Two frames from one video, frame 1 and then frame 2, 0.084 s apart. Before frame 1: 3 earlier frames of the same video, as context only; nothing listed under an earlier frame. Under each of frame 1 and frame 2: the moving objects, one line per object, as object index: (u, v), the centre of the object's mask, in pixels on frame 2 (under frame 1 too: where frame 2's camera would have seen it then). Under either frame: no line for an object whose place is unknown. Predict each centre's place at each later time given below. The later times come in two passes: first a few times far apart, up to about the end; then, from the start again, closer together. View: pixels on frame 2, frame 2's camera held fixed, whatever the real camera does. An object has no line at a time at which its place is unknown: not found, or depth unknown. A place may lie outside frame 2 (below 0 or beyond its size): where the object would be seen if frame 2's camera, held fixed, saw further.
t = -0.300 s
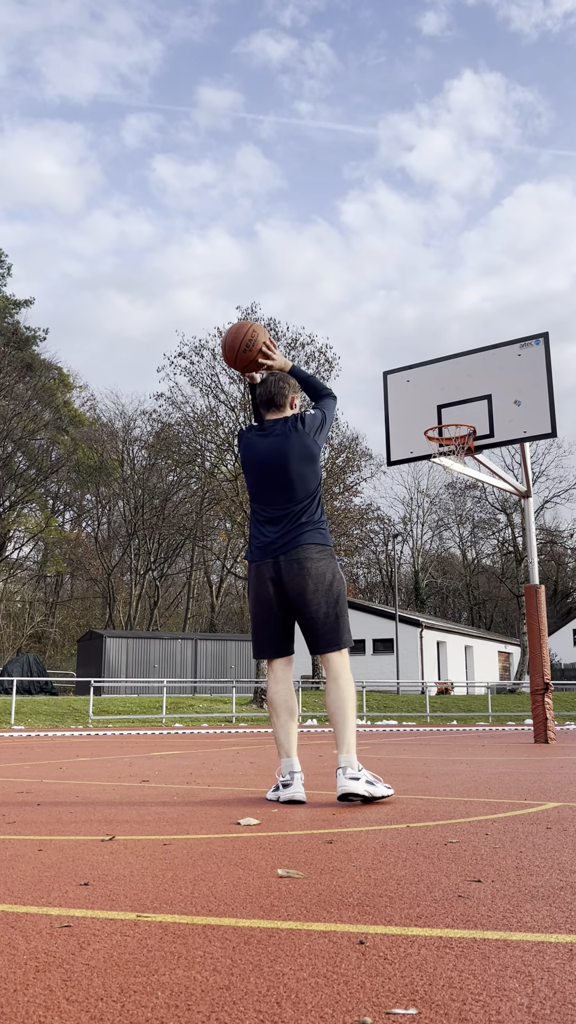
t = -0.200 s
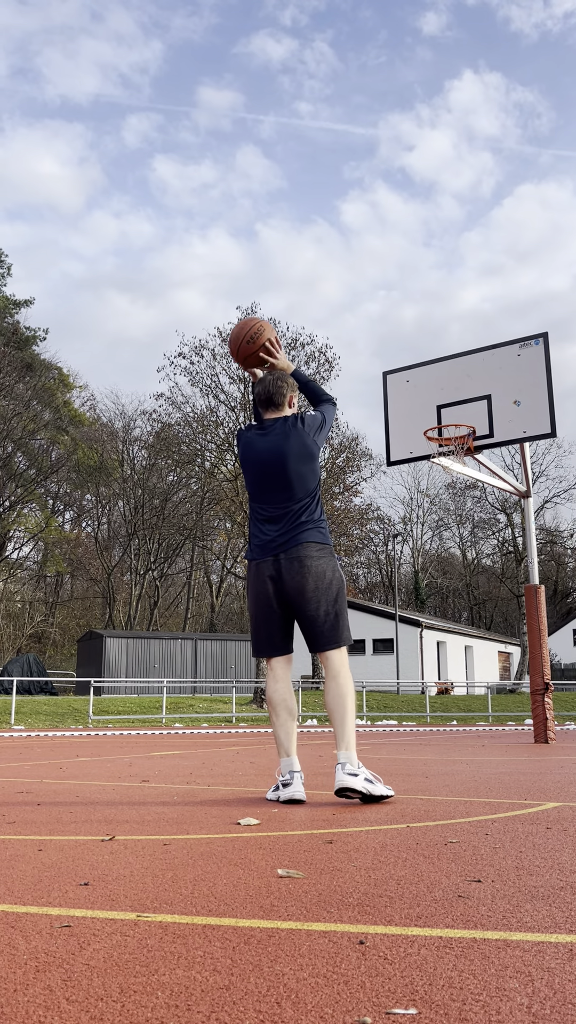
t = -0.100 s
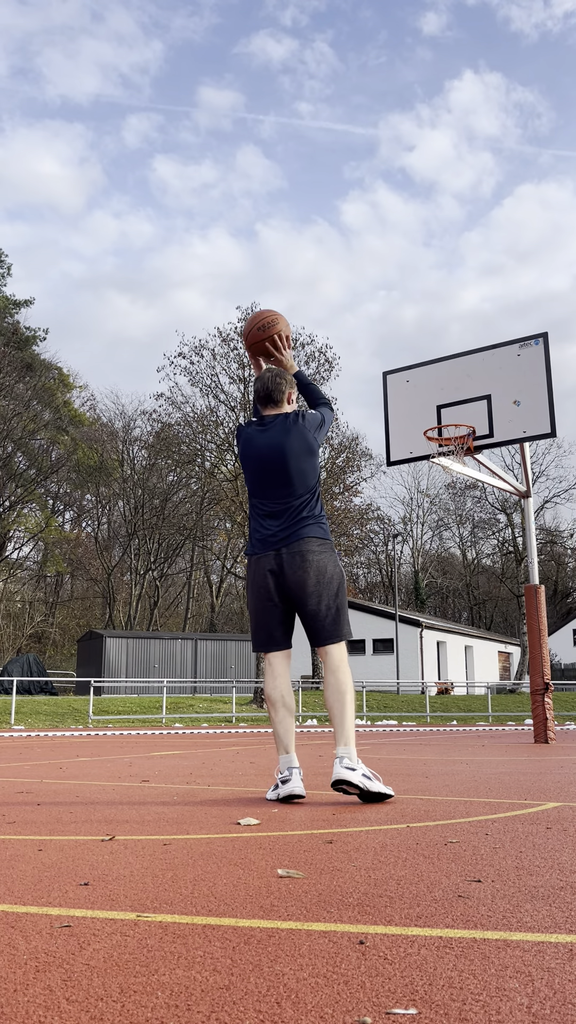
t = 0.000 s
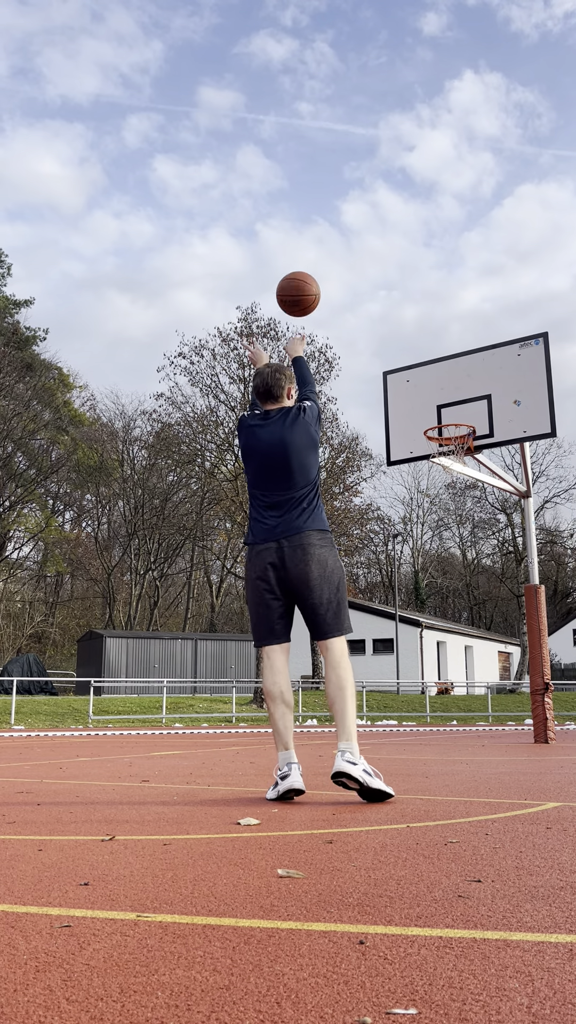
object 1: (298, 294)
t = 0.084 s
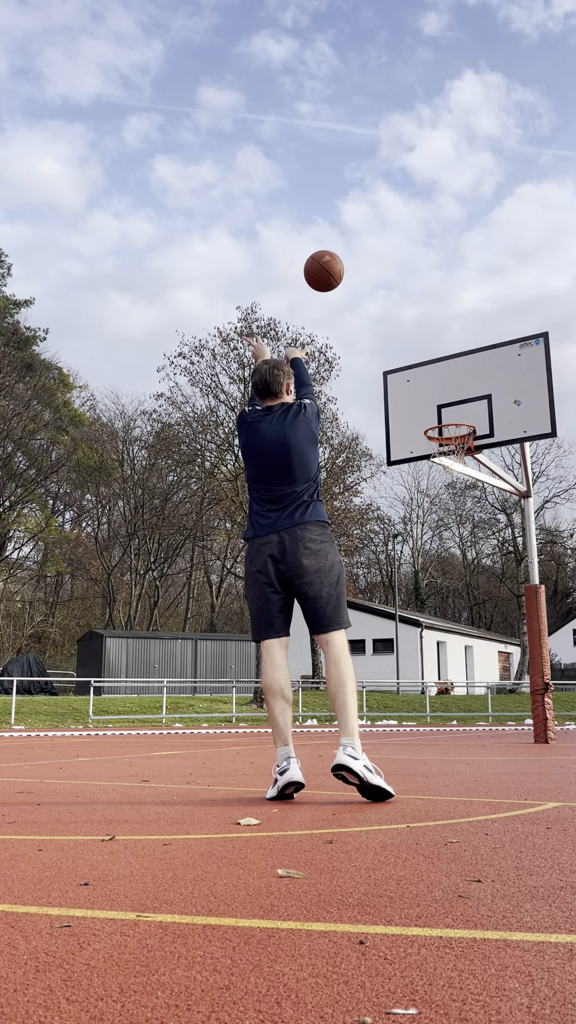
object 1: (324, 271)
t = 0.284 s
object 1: (370, 265)
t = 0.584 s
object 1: (419, 334)
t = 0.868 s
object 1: (447, 448)
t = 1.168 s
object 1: (446, 522)
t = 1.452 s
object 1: (446, 684)
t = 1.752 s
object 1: (448, 621)
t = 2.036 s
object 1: (453, 553)
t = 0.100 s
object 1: (328, 268)
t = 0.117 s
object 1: (333, 266)
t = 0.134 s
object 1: (337, 264)
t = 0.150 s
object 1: (341, 263)
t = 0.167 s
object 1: (345, 262)
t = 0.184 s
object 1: (349, 261)
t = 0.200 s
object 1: (353, 261)
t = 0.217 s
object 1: (357, 261)
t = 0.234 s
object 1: (360, 262)
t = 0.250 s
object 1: (364, 262)
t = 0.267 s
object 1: (367, 264)
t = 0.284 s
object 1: (370, 265)
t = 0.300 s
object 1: (374, 267)
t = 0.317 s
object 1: (377, 269)
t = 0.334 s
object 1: (380, 271)
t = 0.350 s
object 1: (383, 274)
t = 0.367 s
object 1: (386, 277)
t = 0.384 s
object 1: (389, 280)
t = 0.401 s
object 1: (392, 283)
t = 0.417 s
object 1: (394, 287)
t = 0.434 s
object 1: (397, 290)
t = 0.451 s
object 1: (400, 294)
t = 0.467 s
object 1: (402, 299)
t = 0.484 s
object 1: (405, 303)
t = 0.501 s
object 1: (407, 308)
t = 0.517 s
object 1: (410, 313)
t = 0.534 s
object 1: (412, 318)
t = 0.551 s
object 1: (415, 323)
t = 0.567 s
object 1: (417, 329)
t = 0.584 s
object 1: (419, 334)
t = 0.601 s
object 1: (421, 340)
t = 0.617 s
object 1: (424, 346)
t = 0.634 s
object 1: (426, 352)
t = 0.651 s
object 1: (428, 358)
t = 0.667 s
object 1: (430, 365)
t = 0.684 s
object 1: (432, 371)
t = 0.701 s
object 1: (434, 378)
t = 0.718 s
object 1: (436, 385)
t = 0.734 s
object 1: (438, 392)
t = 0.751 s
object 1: (440, 399)
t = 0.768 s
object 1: (442, 406)
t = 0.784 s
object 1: (444, 413)
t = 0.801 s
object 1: (446, 421)
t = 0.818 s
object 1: (448, 430)
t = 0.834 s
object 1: (449, 436)
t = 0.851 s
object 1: (449, 441)
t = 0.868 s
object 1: (447, 448)
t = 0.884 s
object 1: (449, 456)
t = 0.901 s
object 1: (450, 460)
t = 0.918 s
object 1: (449, 462)
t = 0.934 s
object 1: (449, 464)
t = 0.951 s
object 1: (448, 466)
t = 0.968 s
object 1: (448, 469)
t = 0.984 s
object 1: (448, 472)
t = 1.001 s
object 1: (448, 475)
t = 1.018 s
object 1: (447, 478)
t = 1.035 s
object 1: (447, 481)
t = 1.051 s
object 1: (447, 486)
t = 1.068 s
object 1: (447, 490)
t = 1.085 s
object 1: (447, 494)
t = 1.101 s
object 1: (447, 499)
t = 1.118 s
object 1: (447, 505)
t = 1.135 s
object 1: (447, 510)
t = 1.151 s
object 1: (446, 516)
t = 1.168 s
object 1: (446, 522)
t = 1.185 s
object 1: (446, 529)
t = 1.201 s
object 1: (446, 535)
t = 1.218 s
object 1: (446, 542)
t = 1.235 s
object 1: (446, 550)
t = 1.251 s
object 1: (446, 558)
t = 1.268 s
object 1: (446, 566)
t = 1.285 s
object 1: (446, 575)
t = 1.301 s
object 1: (446, 583)
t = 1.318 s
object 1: (446, 593)
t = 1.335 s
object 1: (446, 603)
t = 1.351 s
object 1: (446, 613)
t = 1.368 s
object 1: (446, 623)
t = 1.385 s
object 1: (446, 635)
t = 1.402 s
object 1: (446, 646)
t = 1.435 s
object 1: (446, 670)
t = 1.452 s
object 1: (446, 684)
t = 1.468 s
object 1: (446, 697)
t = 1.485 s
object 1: (446, 711)
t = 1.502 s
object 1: (446, 725)
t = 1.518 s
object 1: (446, 740)
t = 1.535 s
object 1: (446, 736)
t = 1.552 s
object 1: (446, 725)
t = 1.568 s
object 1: (446, 715)
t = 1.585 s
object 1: (446, 705)
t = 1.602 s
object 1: (446, 695)
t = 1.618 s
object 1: (446, 686)
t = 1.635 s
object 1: (446, 677)
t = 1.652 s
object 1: (447, 668)
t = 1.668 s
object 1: (447, 659)
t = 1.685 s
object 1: (447, 651)
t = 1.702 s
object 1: (447, 643)
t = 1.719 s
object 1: (447, 635)
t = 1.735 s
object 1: (448, 628)
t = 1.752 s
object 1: (448, 621)
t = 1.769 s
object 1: (448, 615)
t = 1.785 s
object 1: (448, 608)
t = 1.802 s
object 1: (448, 602)
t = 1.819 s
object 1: (449, 597)
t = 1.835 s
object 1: (449, 591)
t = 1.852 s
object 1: (449, 586)
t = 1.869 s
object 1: (449, 582)
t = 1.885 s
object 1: (450, 578)
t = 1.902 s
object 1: (450, 573)
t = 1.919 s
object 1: (450, 570)
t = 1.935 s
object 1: (451, 566)
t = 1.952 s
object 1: (451, 563)
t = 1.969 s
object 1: (451, 561)
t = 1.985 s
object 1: (452, 558)
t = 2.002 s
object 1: (452, 557)
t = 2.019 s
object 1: (453, 555)
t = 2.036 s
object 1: (453, 553)
